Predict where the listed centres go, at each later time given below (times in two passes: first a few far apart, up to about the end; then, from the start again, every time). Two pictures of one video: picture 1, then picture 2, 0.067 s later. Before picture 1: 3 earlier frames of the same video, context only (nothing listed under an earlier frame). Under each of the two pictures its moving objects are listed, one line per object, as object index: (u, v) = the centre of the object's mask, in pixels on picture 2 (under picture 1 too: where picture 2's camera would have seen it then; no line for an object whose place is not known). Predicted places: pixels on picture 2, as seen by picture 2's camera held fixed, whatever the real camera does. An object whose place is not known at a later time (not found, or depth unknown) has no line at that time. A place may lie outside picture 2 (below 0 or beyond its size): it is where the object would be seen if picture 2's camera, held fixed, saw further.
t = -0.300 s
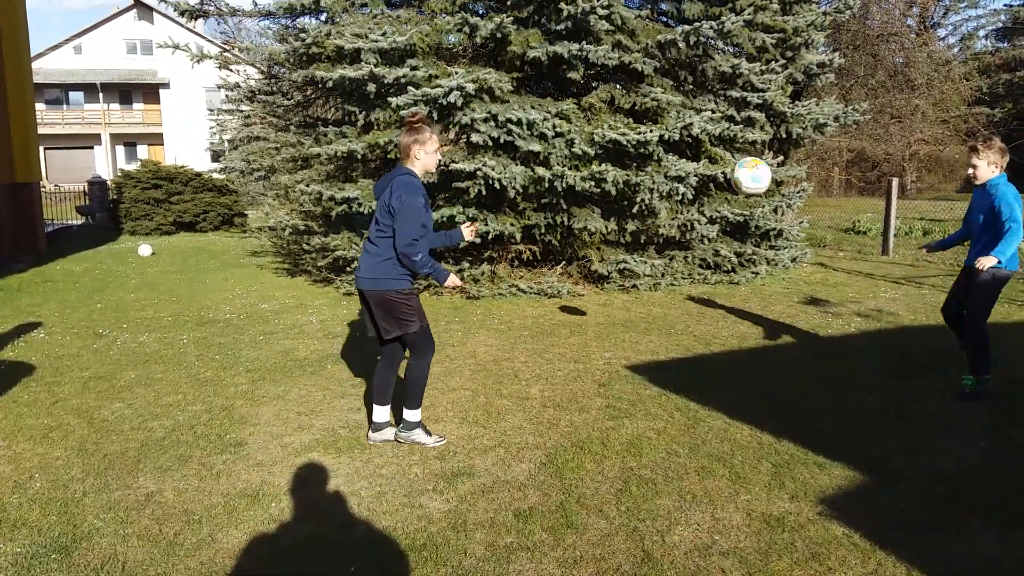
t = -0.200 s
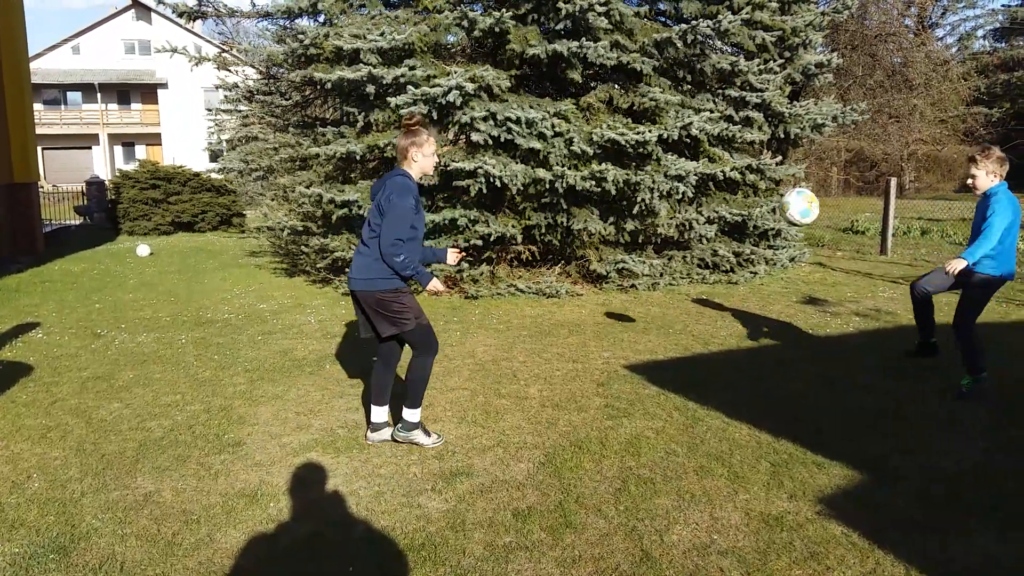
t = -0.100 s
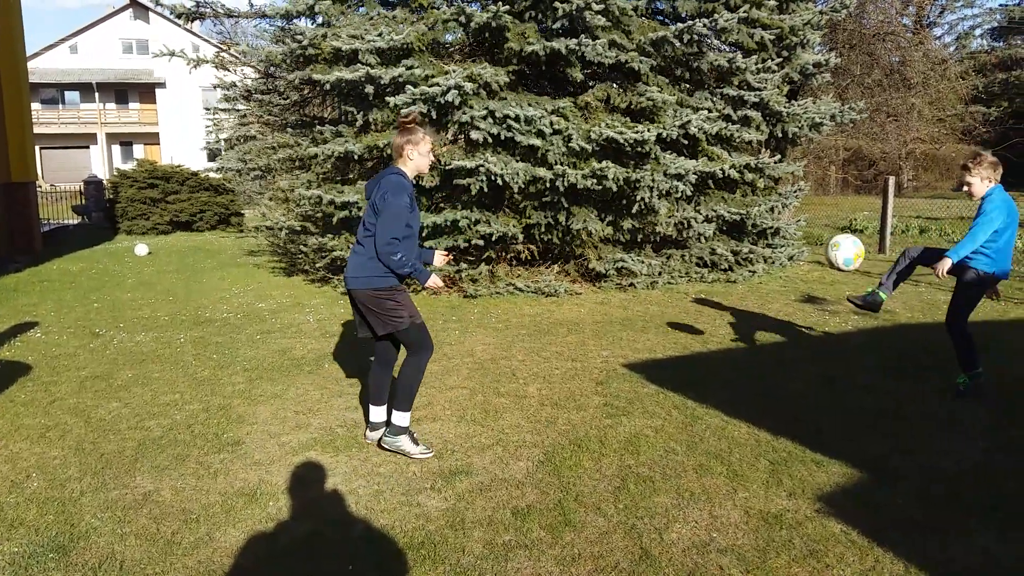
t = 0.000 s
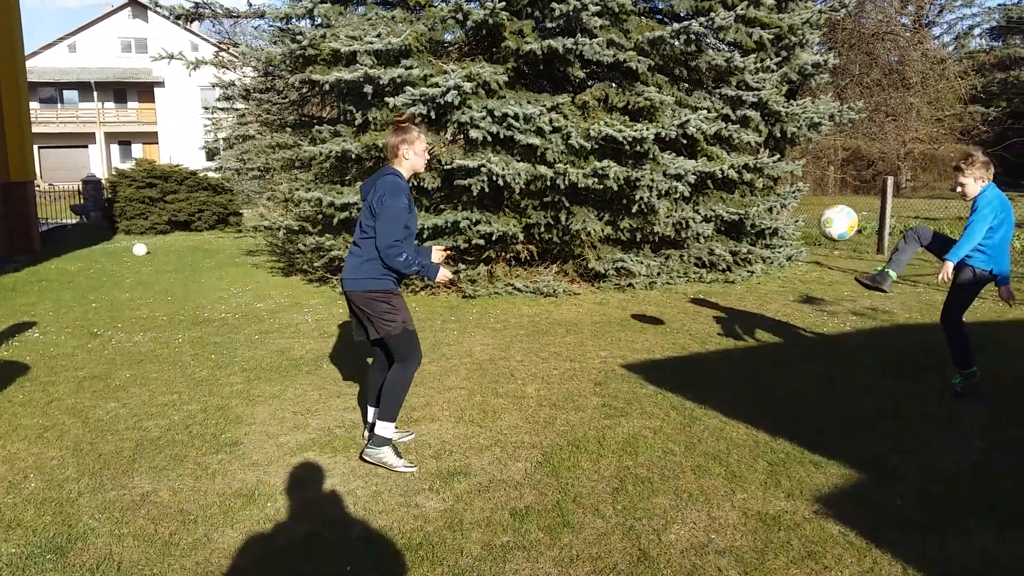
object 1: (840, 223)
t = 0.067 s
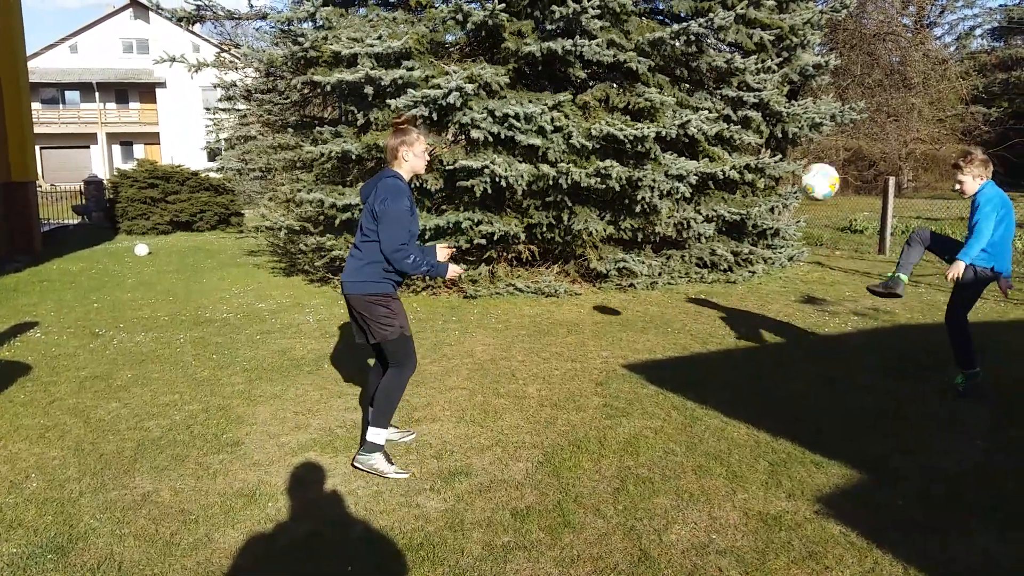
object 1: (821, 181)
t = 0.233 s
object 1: (761, 102)
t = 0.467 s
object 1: (665, 65)
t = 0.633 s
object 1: (586, 109)
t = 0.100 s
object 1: (808, 162)
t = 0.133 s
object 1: (796, 146)
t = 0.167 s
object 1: (785, 130)
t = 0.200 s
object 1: (773, 116)
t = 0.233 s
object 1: (761, 102)
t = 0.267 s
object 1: (749, 91)
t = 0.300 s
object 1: (735, 82)
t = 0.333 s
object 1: (721, 75)
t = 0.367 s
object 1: (708, 70)
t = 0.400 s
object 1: (694, 66)
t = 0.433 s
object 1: (679, 65)
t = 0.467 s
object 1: (665, 65)
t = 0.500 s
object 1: (650, 70)
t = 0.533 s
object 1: (634, 77)
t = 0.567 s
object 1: (619, 85)
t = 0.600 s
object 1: (602, 96)
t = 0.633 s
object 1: (586, 109)
